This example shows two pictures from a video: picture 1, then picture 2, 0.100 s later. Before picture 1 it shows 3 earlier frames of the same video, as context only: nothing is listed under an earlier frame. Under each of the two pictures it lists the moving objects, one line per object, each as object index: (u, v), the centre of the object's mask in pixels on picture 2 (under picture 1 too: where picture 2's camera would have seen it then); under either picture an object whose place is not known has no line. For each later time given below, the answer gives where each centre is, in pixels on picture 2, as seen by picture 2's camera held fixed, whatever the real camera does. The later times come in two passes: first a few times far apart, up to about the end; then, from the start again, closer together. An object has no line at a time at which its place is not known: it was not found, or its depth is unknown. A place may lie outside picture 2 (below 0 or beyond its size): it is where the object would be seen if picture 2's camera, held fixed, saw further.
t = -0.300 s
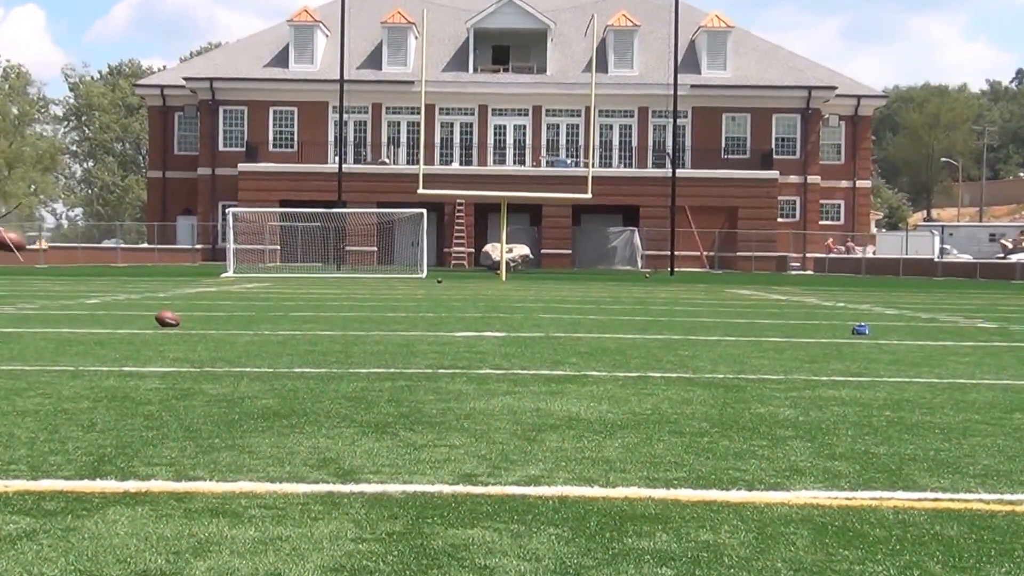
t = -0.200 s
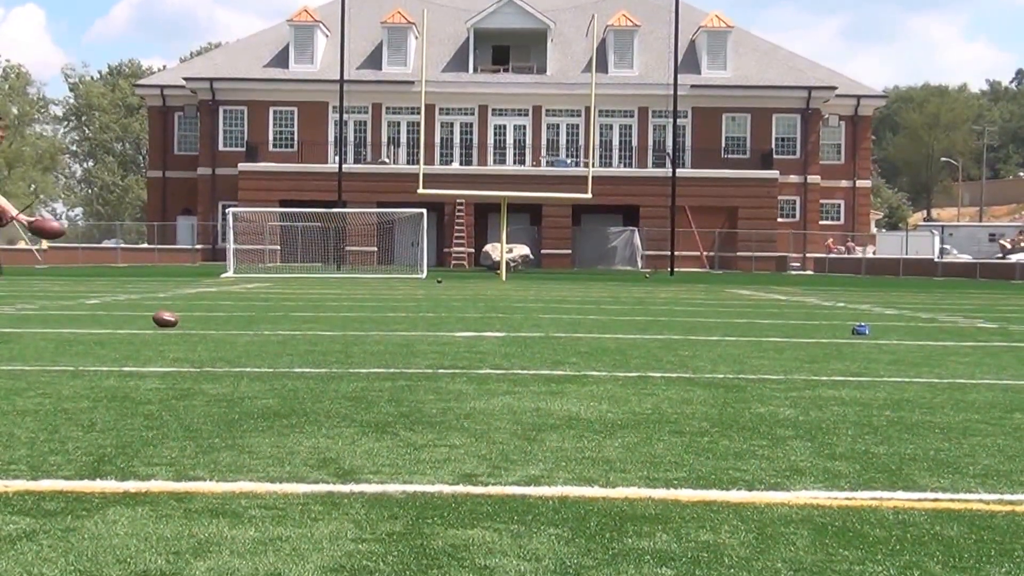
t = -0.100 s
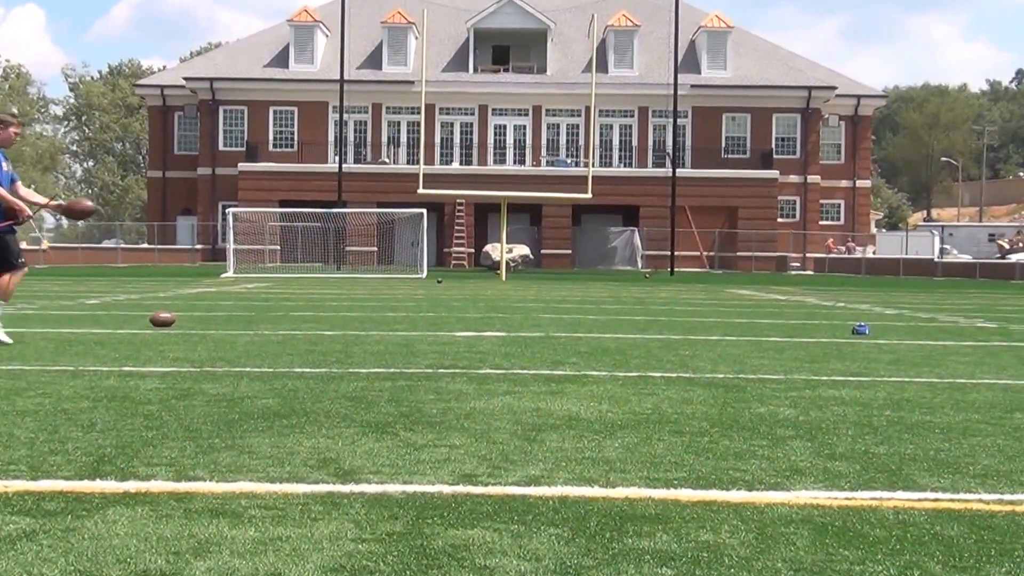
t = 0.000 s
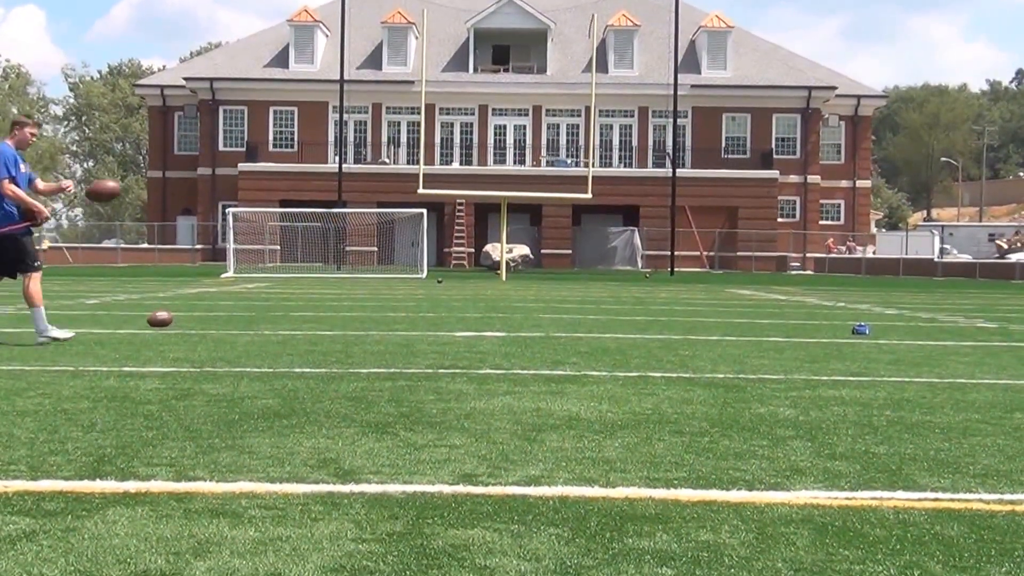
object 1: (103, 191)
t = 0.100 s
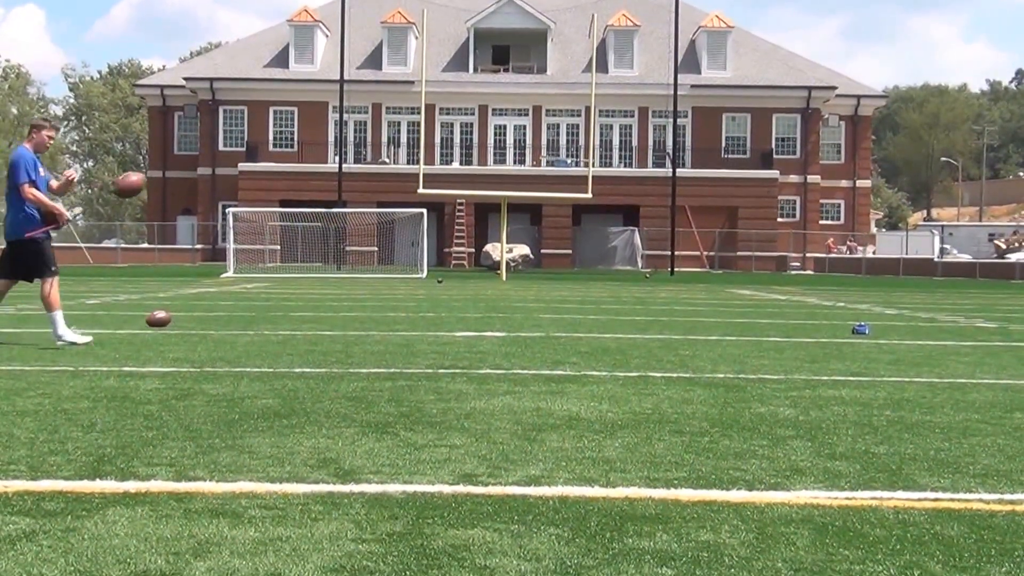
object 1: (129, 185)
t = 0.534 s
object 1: (264, 337)
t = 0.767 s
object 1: (295, 303)
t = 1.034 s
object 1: (326, 328)
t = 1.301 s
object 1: (367, 320)
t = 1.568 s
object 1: (417, 352)
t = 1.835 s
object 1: (461, 363)
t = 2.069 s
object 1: (494, 372)
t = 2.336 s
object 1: (529, 374)
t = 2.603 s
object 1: (567, 386)
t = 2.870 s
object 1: (596, 391)
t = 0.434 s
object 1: (229, 272)
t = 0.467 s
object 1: (240, 293)
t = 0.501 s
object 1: (252, 314)
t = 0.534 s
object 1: (264, 337)
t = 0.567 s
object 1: (275, 356)
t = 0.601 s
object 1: (278, 343)
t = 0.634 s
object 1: (281, 331)
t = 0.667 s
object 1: (285, 321)
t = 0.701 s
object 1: (289, 314)
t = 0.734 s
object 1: (292, 307)
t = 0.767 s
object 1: (295, 303)
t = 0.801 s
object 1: (298, 300)
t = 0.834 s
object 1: (302, 298)
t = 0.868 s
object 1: (305, 297)
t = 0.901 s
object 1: (309, 300)
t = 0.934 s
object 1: (313, 304)
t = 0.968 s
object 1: (317, 311)
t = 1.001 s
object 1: (321, 318)
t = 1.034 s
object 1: (326, 328)
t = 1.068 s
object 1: (330, 341)
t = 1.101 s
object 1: (334, 356)
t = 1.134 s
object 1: (338, 362)
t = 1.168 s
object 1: (344, 350)
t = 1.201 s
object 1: (349, 340)
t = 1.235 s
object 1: (355, 331)
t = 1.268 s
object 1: (361, 324)
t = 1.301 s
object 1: (367, 320)
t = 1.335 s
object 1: (374, 316)
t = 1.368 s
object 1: (380, 316)
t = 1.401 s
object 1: (386, 316)
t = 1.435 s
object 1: (393, 319)
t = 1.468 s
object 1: (399, 324)
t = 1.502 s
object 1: (405, 331)
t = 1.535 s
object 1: (411, 340)
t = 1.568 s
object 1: (417, 352)
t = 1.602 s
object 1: (424, 366)
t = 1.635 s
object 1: (430, 370)
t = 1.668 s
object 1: (436, 369)
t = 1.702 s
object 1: (441, 366)
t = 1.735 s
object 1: (446, 363)
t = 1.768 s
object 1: (451, 361)
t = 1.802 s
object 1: (456, 360)
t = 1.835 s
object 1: (461, 363)
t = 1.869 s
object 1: (466, 367)
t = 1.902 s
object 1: (472, 374)
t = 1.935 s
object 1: (477, 376)
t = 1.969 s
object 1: (481, 373)
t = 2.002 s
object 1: (485, 372)
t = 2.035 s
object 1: (489, 371)
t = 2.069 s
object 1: (494, 372)
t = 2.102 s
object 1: (499, 374)
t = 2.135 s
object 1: (504, 378)
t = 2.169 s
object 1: (508, 381)
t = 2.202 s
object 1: (512, 381)
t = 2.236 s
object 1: (517, 381)
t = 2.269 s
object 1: (521, 378)
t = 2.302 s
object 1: (525, 375)
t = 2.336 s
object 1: (529, 374)
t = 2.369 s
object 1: (533, 375)
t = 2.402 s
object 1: (538, 376)
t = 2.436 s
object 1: (543, 379)
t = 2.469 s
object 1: (548, 382)
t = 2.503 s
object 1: (552, 385)
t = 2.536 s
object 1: (557, 387)
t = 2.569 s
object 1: (562, 387)
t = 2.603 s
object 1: (567, 386)
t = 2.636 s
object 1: (571, 383)
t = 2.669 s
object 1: (575, 382)
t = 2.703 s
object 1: (579, 382)
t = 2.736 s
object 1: (583, 383)
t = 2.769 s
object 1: (586, 385)
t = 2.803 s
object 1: (590, 387)
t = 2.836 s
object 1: (593, 390)
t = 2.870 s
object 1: (596, 391)
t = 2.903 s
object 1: (599, 392)
